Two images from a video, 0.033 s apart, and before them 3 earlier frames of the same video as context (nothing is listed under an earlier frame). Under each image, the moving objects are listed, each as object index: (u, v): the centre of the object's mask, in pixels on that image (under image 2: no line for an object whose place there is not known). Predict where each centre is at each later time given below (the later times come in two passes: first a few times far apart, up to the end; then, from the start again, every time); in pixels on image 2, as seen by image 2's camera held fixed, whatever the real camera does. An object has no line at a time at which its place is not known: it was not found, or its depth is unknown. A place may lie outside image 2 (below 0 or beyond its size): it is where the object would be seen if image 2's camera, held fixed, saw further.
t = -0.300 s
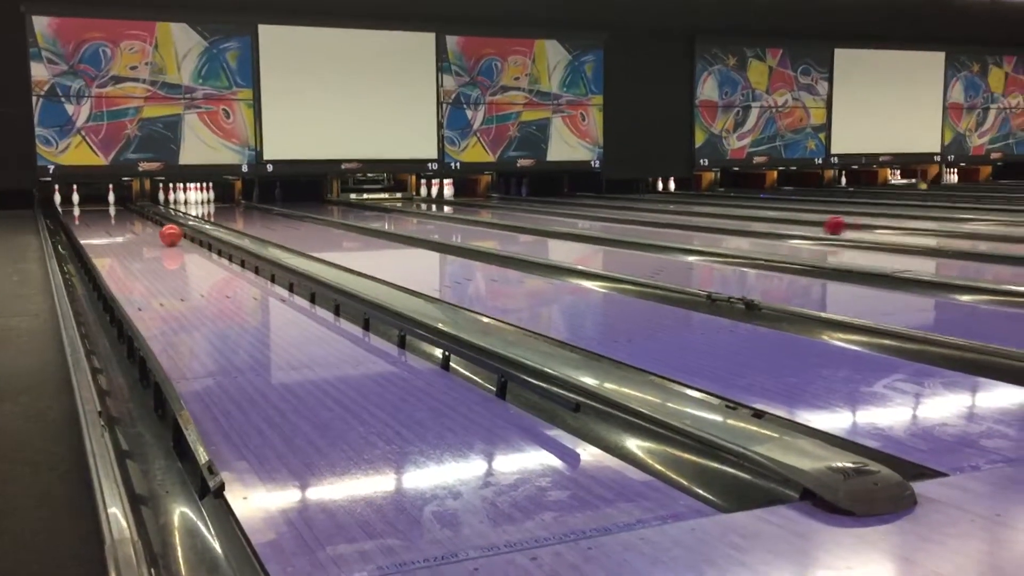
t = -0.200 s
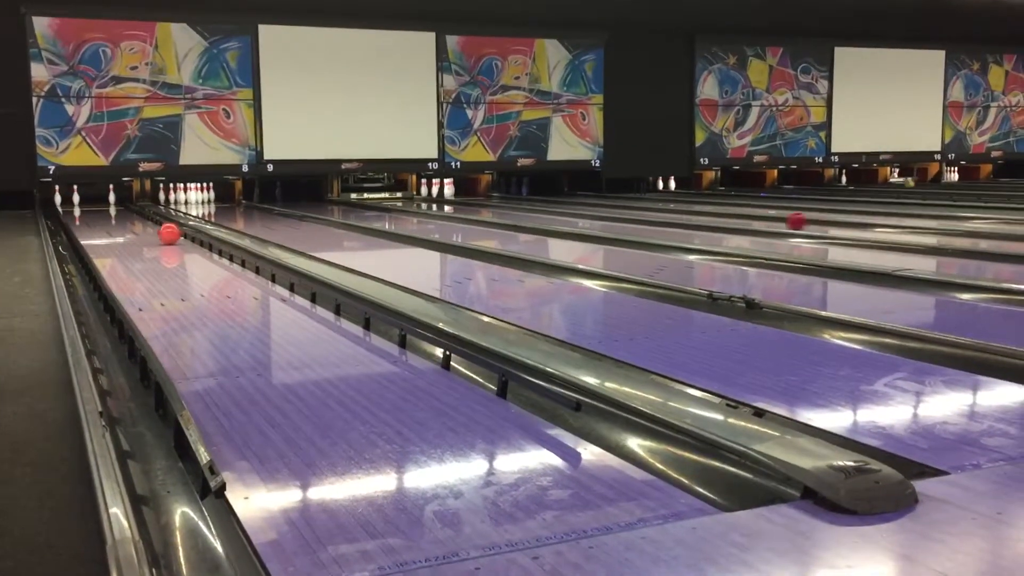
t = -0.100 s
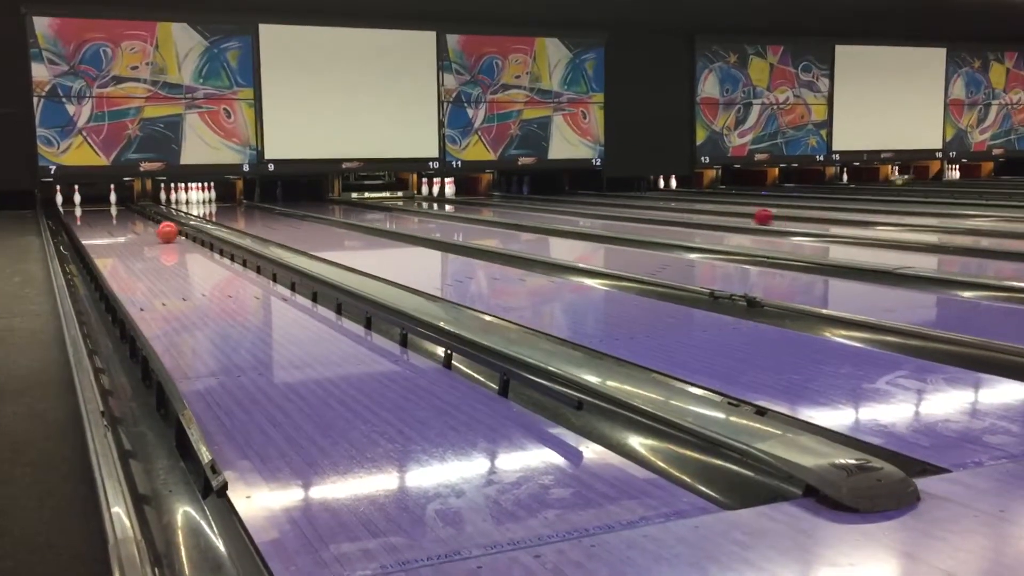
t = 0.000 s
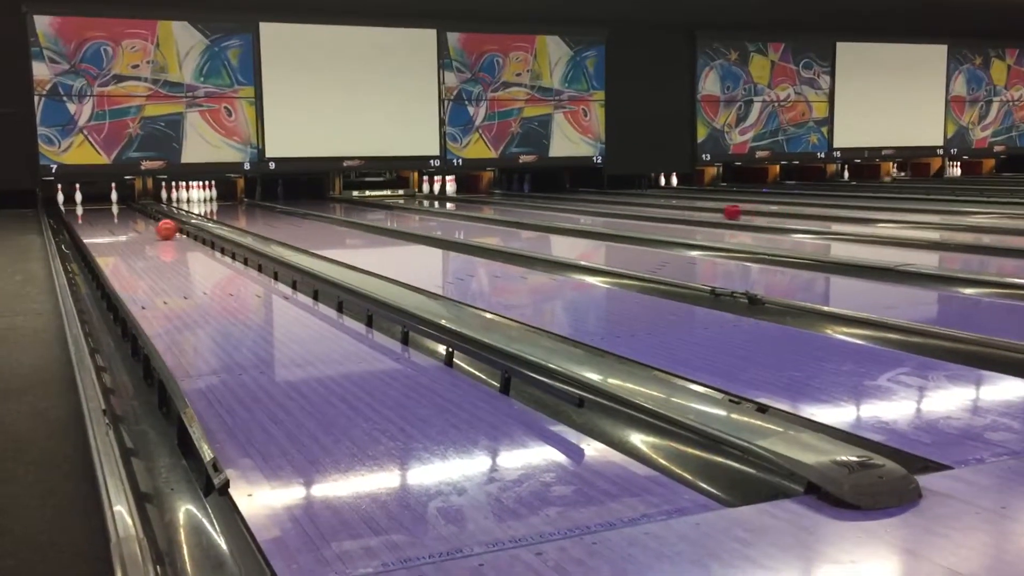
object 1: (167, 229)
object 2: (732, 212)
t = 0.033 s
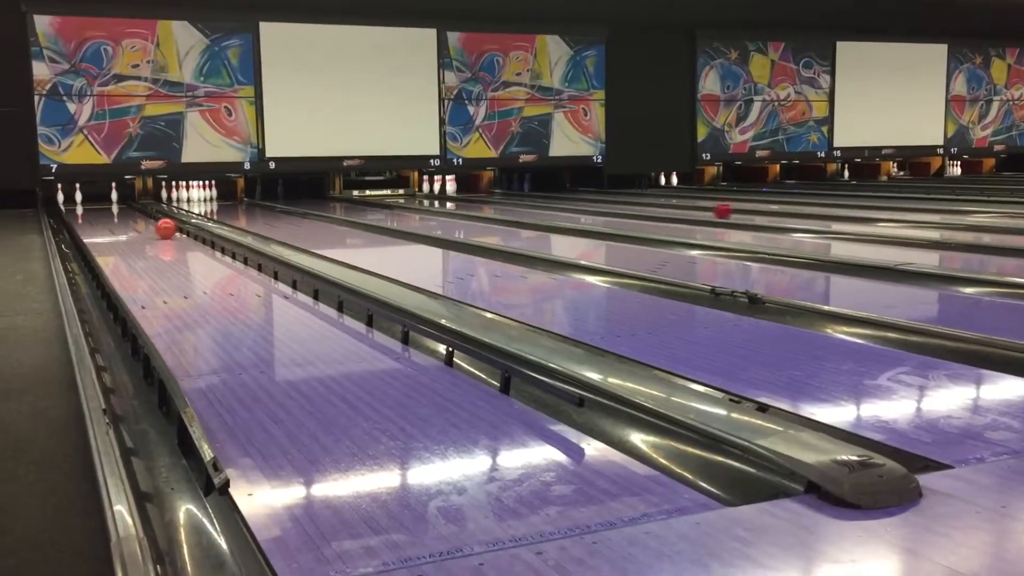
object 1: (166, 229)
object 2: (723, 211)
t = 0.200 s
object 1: (162, 226)
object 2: (676, 208)
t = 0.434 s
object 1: (158, 224)
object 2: (622, 203)
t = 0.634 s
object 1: (153, 222)
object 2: (583, 201)
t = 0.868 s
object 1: (149, 220)
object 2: (544, 198)
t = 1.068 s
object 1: (146, 218)
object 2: (510, 198)
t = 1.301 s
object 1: (142, 216)
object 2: (485, 195)
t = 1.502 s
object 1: (138, 214)
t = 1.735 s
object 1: (135, 213)
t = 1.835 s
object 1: (133, 212)
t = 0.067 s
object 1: (165, 228)
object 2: (713, 210)
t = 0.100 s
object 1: (164, 227)
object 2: (703, 210)
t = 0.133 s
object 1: (164, 227)
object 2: (694, 209)
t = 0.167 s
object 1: (163, 227)
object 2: (685, 208)
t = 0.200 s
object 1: (162, 226)
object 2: (676, 208)
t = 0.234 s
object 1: (162, 226)
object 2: (668, 207)
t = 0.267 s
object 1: (161, 226)
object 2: (660, 207)
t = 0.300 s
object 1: (160, 226)
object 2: (652, 206)
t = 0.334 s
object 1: (160, 225)
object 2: (644, 206)
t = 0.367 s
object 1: (159, 225)
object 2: (636, 204)
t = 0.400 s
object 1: (159, 224)
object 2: (629, 204)
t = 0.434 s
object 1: (158, 224)
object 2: (622, 203)
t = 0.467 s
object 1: (157, 223)
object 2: (616, 203)
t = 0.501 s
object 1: (156, 223)
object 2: (609, 203)
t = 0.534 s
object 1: (155, 223)
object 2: (602, 202)
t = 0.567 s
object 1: (154, 222)
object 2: (596, 202)
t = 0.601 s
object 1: (154, 222)
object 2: (590, 201)
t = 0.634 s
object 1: (153, 222)
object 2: (583, 201)
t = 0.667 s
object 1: (153, 222)
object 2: (577, 200)
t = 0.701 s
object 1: (152, 221)
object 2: (571, 200)
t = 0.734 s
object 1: (152, 221)
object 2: (566, 200)
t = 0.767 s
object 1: (151, 220)
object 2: (559, 199)
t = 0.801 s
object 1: (150, 220)
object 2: (554, 199)
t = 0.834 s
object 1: (149, 220)
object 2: (549, 199)
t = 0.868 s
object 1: (149, 220)
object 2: (544, 198)
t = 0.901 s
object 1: (148, 219)
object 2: (539, 198)
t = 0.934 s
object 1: (148, 219)
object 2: (533, 198)
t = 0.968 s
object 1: (148, 219)
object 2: (528, 197)
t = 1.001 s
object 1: (148, 219)
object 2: (522, 198)
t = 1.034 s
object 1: (147, 219)
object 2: (516, 198)
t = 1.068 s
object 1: (146, 218)
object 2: (510, 198)
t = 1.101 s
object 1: (145, 217)
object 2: (507, 198)
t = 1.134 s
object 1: (144, 217)
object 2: (503, 198)
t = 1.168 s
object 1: (144, 217)
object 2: (497, 197)
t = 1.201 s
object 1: (143, 217)
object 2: (495, 197)
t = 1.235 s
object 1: (143, 216)
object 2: (492, 196)
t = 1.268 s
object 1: (142, 216)
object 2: (493, 196)
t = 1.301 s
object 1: (142, 216)
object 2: (485, 195)
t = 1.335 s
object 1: (141, 216)
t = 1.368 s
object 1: (141, 215)
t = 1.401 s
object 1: (140, 215)
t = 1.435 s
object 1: (139, 215)
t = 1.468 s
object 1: (138, 214)
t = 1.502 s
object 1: (138, 214)
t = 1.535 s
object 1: (138, 214)
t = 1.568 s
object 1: (138, 214)
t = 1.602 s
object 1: (137, 213)
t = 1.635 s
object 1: (137, 213)
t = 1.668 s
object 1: (136, 213)
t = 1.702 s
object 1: (135, 213)
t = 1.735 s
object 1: (135, 213)
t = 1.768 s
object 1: (134, 212)
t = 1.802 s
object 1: (134, 212)
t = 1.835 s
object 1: (133, 212)
